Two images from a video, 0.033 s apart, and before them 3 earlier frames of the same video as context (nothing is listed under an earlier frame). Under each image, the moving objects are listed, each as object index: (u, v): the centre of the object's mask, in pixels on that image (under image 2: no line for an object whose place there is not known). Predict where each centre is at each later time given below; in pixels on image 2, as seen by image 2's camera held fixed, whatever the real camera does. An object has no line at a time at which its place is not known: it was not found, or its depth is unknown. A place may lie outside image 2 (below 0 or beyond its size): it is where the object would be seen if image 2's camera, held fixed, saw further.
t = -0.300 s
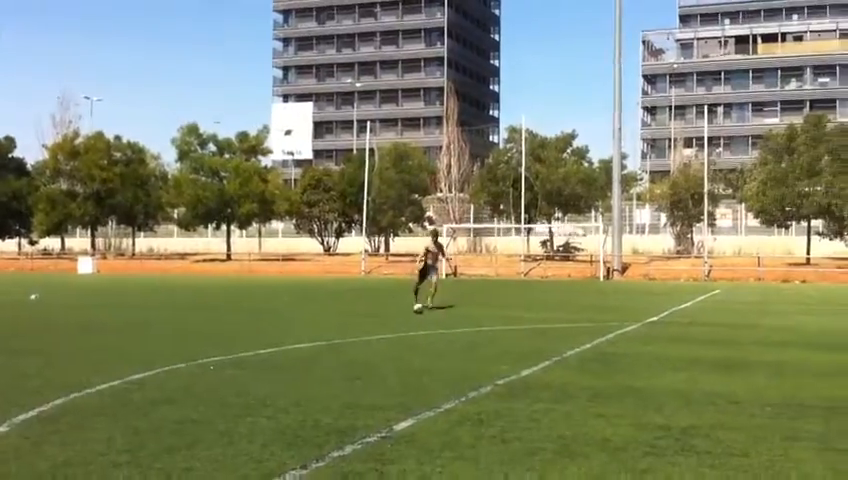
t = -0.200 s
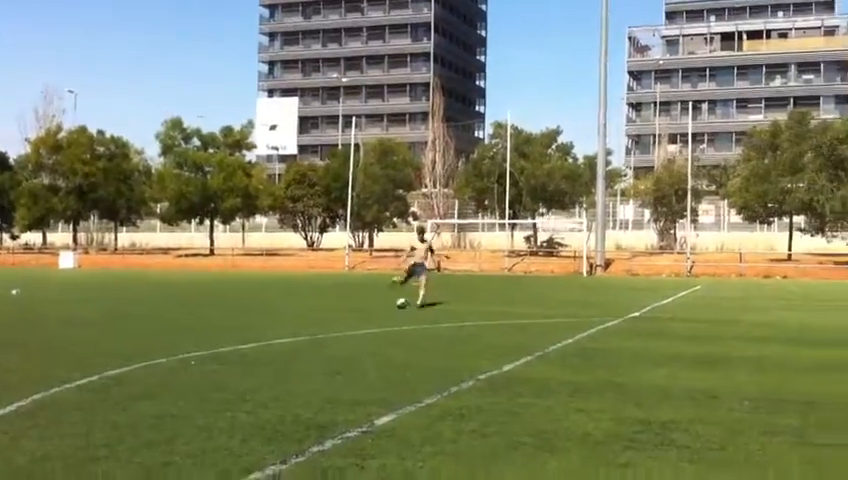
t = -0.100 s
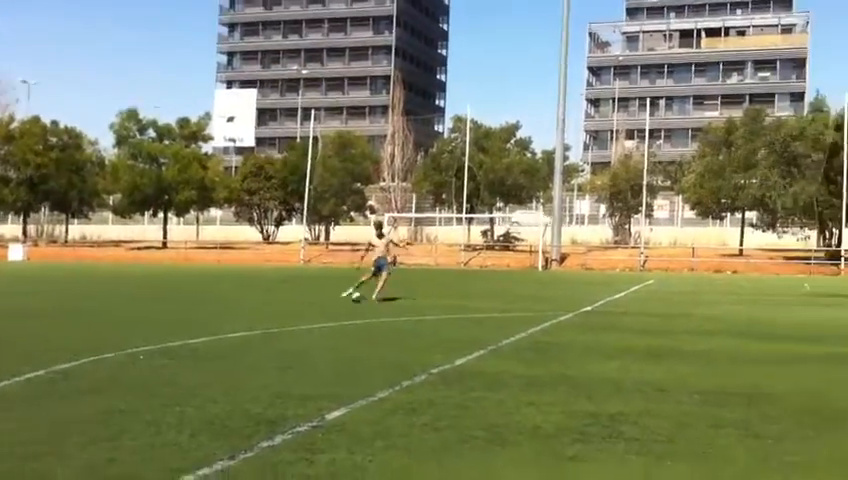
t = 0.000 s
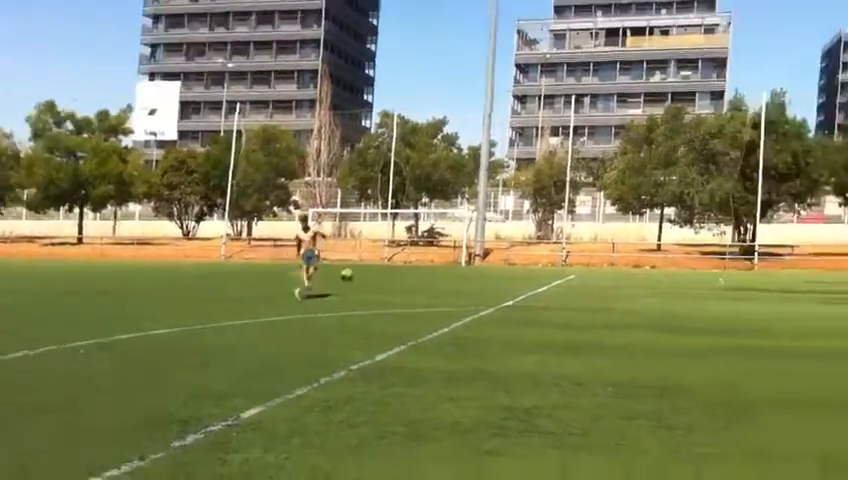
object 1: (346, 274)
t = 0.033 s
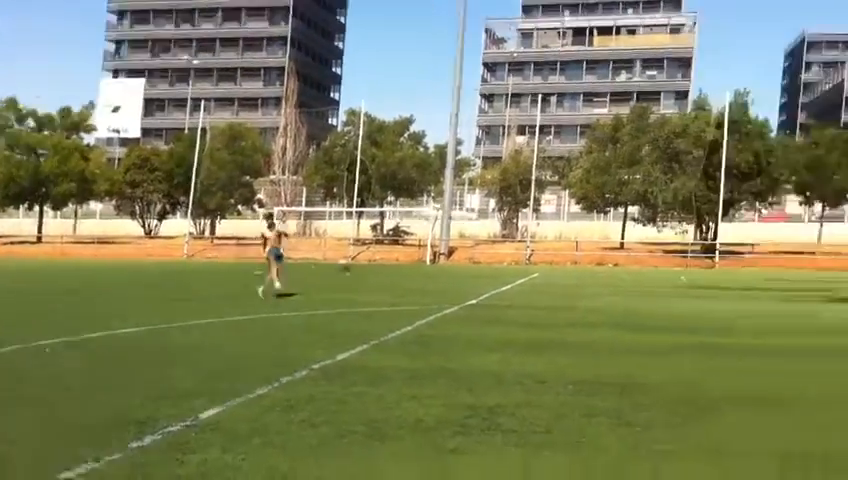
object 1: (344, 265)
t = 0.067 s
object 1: (378, 256)
